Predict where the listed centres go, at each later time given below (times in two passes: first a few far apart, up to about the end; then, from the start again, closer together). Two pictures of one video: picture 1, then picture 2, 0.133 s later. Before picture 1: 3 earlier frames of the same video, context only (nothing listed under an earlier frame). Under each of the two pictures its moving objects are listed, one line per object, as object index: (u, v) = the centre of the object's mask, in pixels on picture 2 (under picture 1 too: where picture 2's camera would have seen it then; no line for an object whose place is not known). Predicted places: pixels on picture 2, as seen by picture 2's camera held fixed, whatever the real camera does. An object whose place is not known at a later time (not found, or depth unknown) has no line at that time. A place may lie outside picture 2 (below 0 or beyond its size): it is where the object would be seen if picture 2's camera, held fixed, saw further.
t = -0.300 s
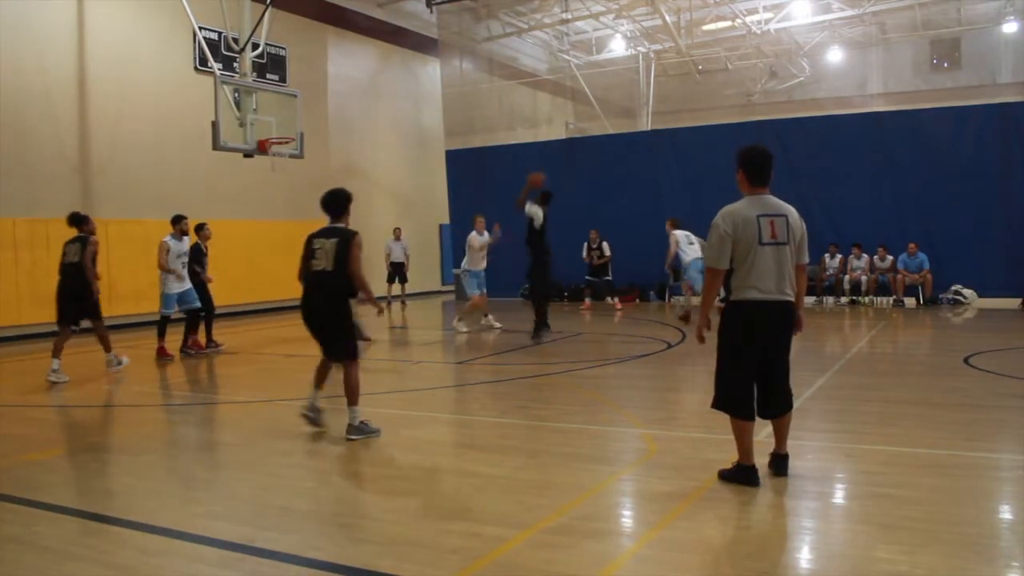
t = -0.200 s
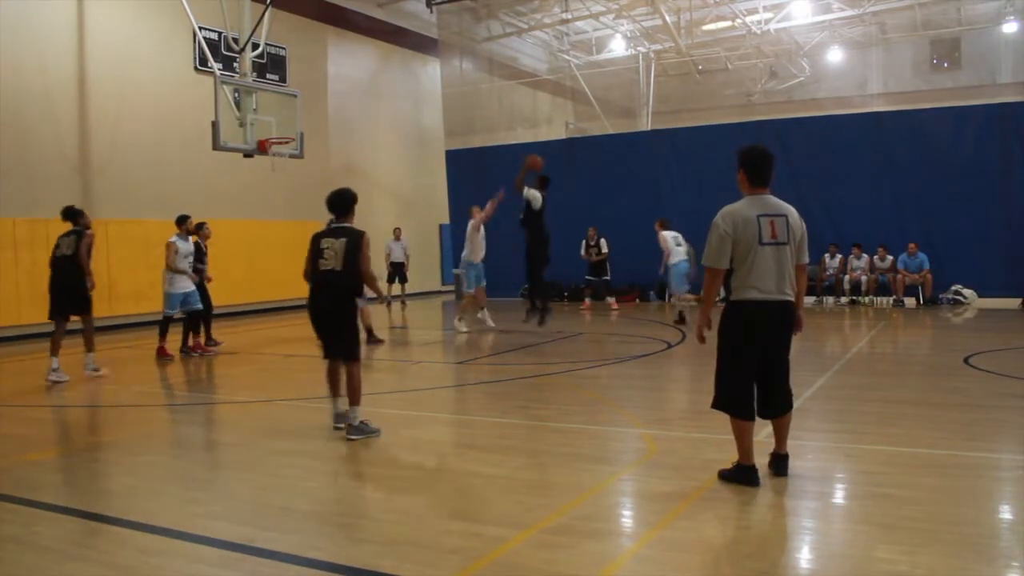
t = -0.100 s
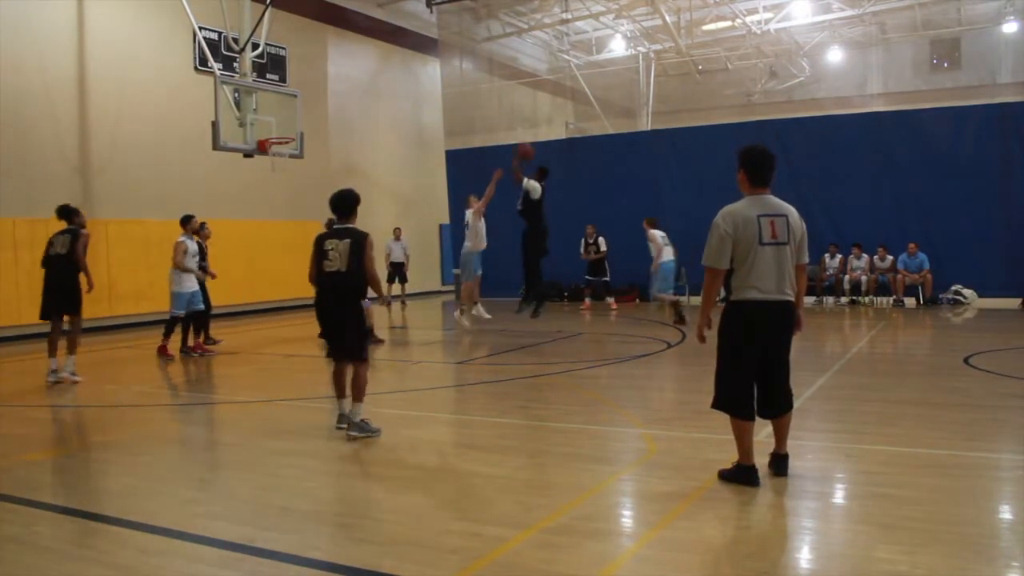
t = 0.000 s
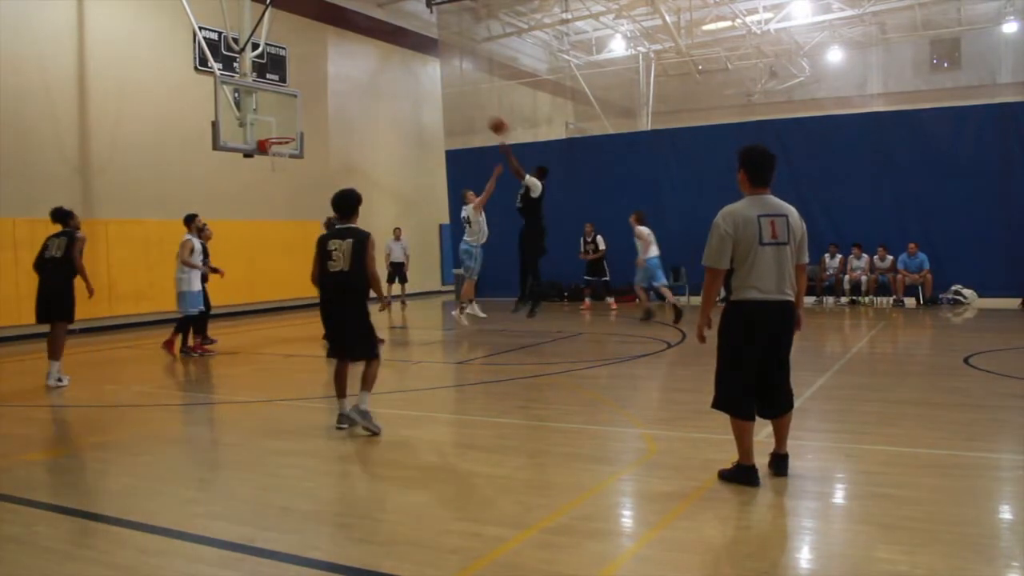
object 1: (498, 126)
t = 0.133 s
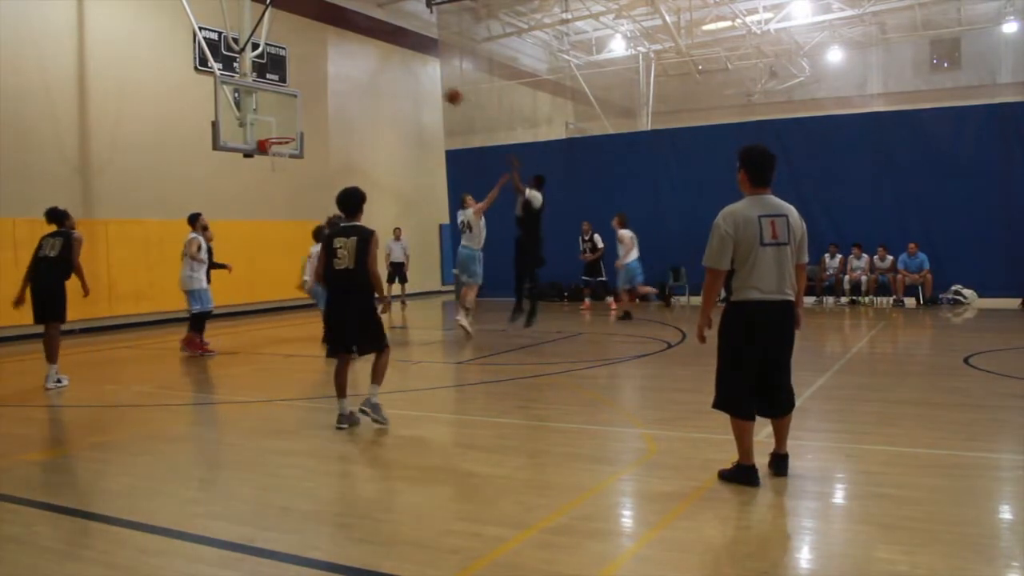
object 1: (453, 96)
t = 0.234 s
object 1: (421, 82)
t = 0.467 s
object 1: (351, 77)
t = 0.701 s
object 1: (288, 107)
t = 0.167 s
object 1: (443, 91)
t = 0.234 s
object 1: (421, 82)
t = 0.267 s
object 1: (411, 79)
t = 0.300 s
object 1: (400, 77)
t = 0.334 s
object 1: (390, 75)
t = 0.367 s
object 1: (380, 75)
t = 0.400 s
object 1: (370, 75)
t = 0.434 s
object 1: (361, 76)
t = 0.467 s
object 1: (351, 77)
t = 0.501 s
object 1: (342, 79)
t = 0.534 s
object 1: (332, 82)
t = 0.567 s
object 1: (323, 86)
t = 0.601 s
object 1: (314, 90)
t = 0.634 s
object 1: (306, 95)
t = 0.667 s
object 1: (297, 101)
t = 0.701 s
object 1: (288, 107)
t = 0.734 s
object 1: (279, 114)
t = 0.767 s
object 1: (271, 121)
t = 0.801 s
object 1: (267, 128)
